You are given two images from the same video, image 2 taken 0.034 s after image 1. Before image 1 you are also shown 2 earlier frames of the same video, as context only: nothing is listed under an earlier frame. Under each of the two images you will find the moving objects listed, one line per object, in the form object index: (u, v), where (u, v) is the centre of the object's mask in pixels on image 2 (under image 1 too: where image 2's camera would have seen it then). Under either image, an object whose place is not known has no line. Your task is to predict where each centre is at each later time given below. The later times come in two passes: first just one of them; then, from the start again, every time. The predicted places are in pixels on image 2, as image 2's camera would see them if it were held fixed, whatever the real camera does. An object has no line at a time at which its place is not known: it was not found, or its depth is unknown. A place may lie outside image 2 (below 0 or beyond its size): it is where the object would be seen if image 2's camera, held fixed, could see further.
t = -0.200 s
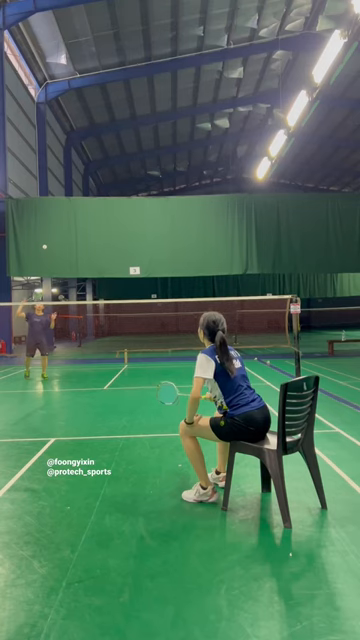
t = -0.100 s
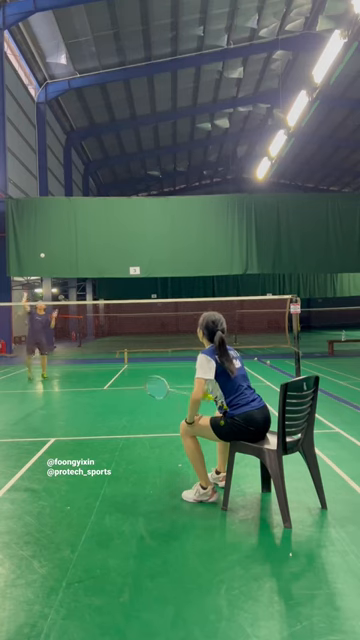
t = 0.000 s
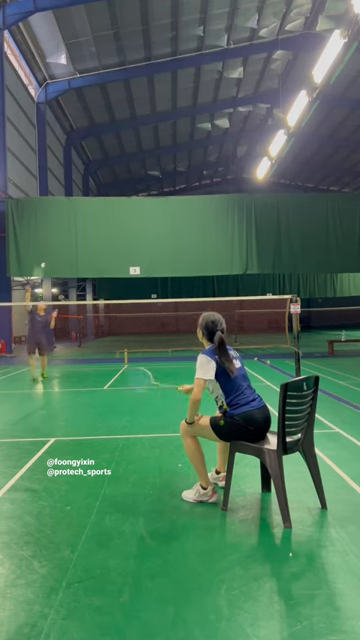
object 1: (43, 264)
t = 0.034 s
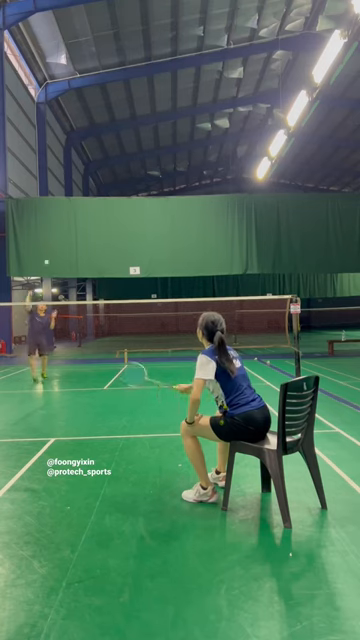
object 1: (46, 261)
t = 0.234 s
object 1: (58, 280)
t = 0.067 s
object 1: (47, 264)
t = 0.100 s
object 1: (49, 265)
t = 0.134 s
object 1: (50, 267)
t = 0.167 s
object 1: (52, 270)
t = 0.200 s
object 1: (55, 274)
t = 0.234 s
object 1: (58, 280)
